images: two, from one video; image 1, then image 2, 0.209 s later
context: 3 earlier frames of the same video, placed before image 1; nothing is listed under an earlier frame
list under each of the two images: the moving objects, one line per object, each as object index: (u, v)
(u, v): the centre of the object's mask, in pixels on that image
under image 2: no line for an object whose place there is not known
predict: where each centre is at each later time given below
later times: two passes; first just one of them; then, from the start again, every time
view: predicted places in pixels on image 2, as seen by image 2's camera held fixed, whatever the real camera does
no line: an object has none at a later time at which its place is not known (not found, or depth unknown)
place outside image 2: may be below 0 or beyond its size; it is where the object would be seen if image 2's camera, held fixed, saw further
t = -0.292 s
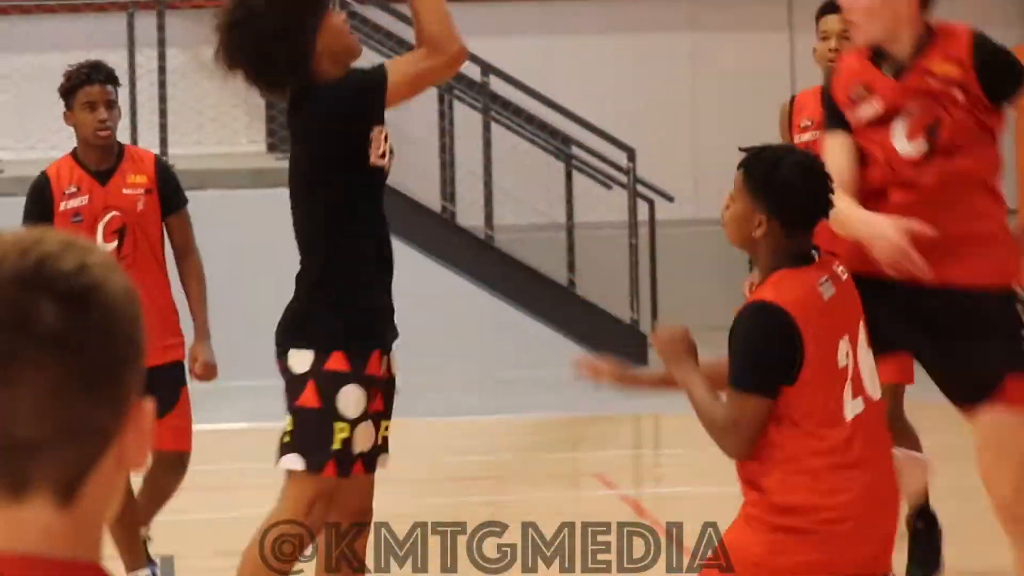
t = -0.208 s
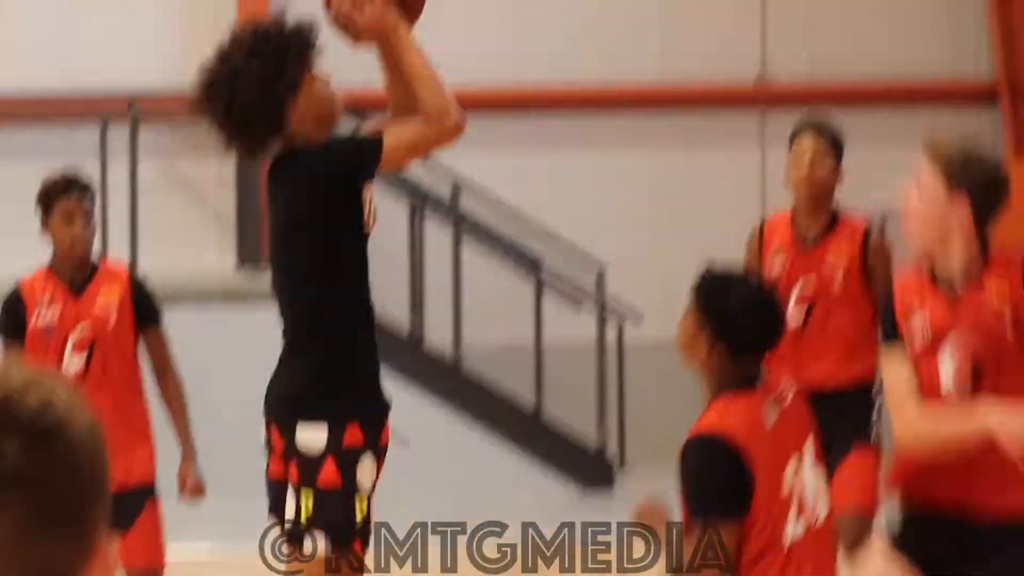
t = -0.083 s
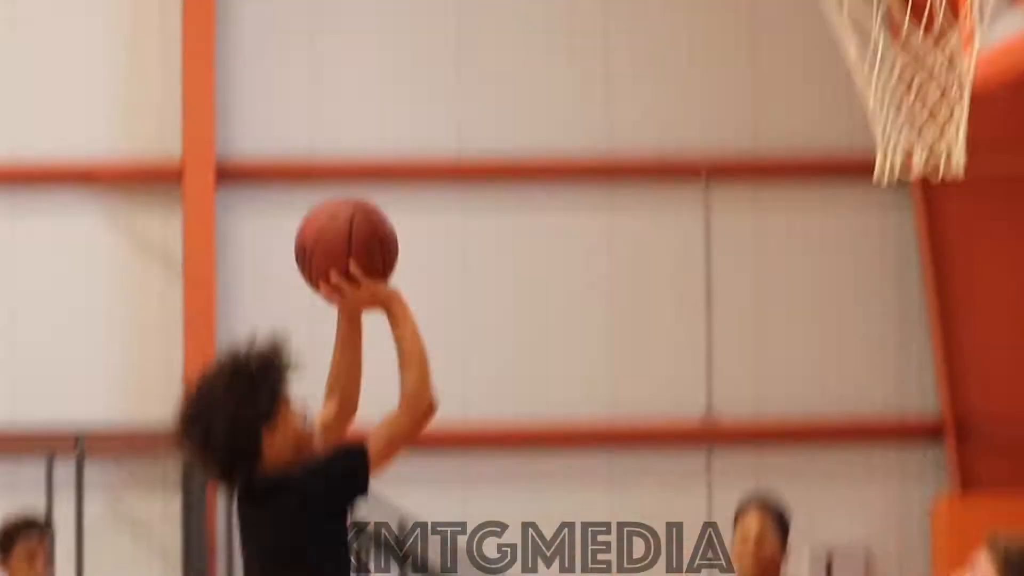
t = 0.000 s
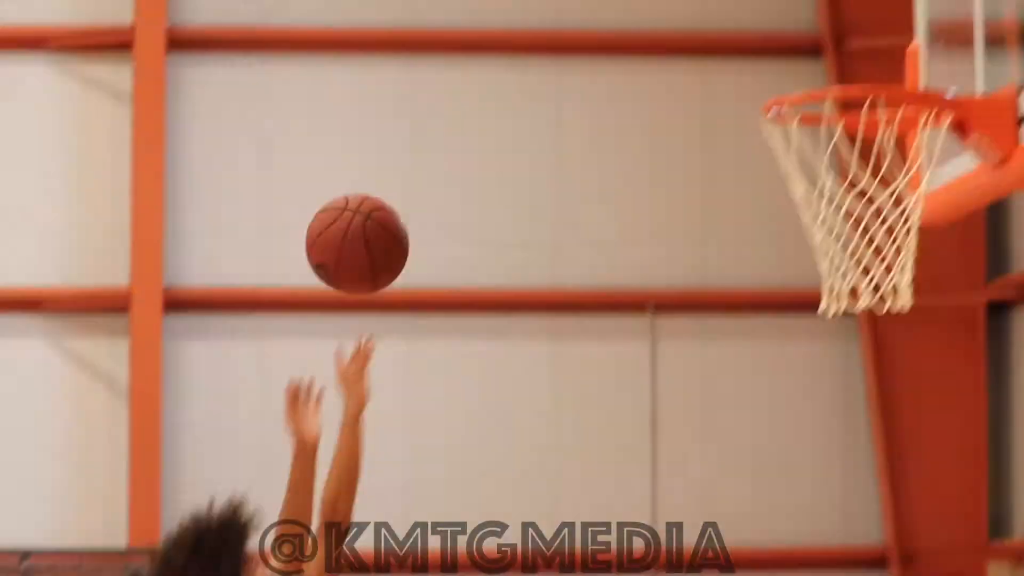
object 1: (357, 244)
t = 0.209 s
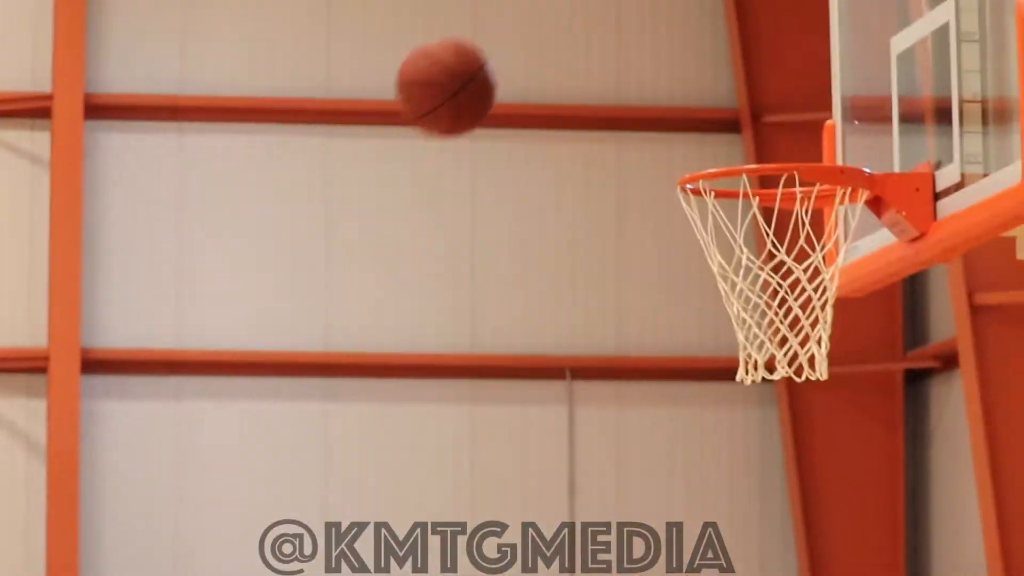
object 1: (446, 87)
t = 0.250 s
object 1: (488, 57)
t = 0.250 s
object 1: (488, 57)
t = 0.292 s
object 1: (517, 50)
